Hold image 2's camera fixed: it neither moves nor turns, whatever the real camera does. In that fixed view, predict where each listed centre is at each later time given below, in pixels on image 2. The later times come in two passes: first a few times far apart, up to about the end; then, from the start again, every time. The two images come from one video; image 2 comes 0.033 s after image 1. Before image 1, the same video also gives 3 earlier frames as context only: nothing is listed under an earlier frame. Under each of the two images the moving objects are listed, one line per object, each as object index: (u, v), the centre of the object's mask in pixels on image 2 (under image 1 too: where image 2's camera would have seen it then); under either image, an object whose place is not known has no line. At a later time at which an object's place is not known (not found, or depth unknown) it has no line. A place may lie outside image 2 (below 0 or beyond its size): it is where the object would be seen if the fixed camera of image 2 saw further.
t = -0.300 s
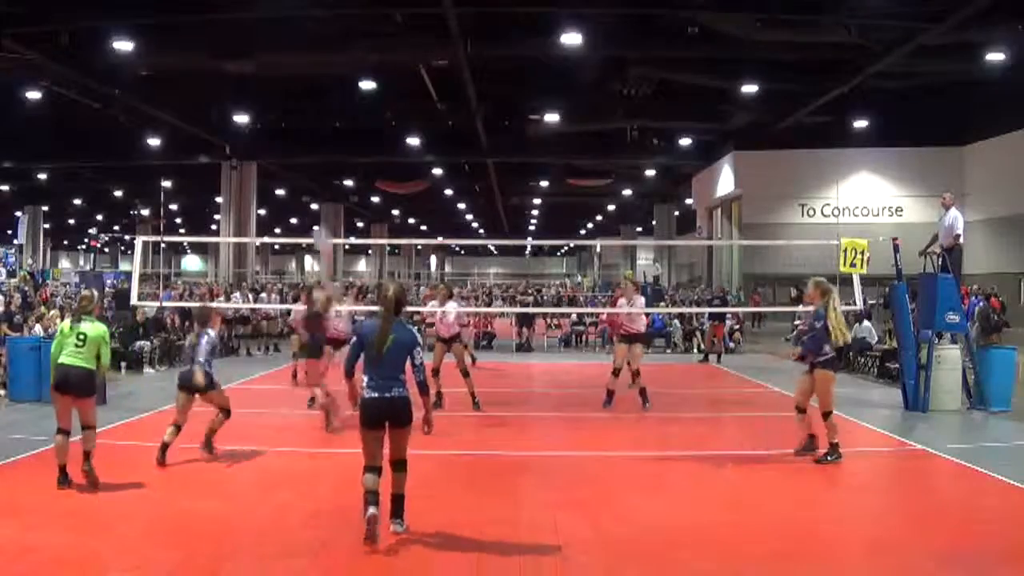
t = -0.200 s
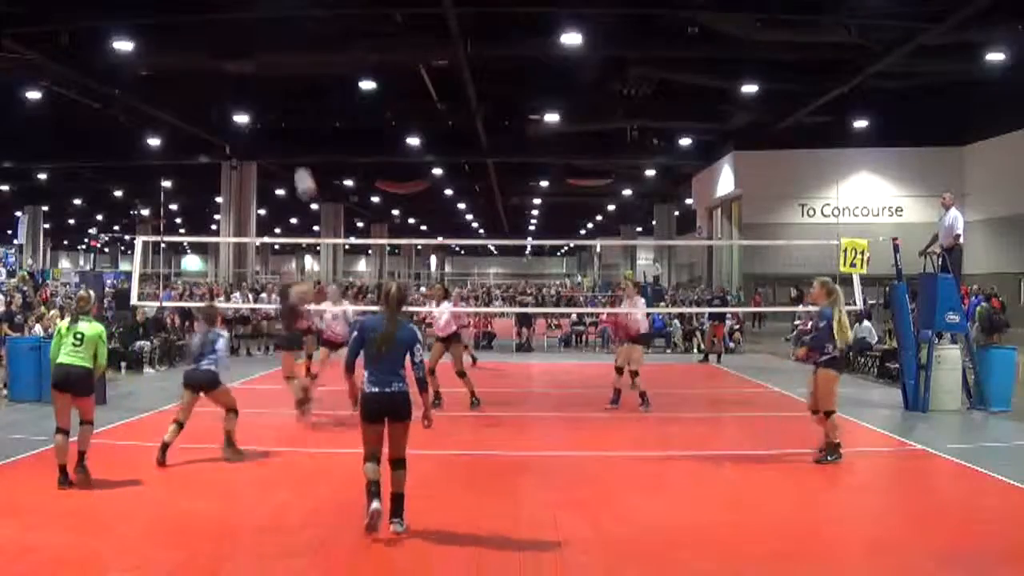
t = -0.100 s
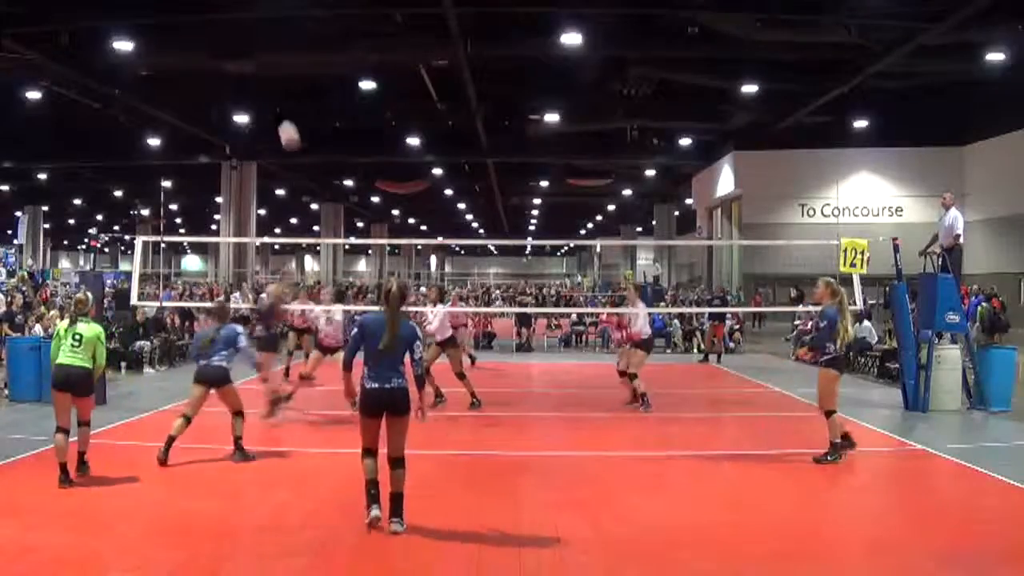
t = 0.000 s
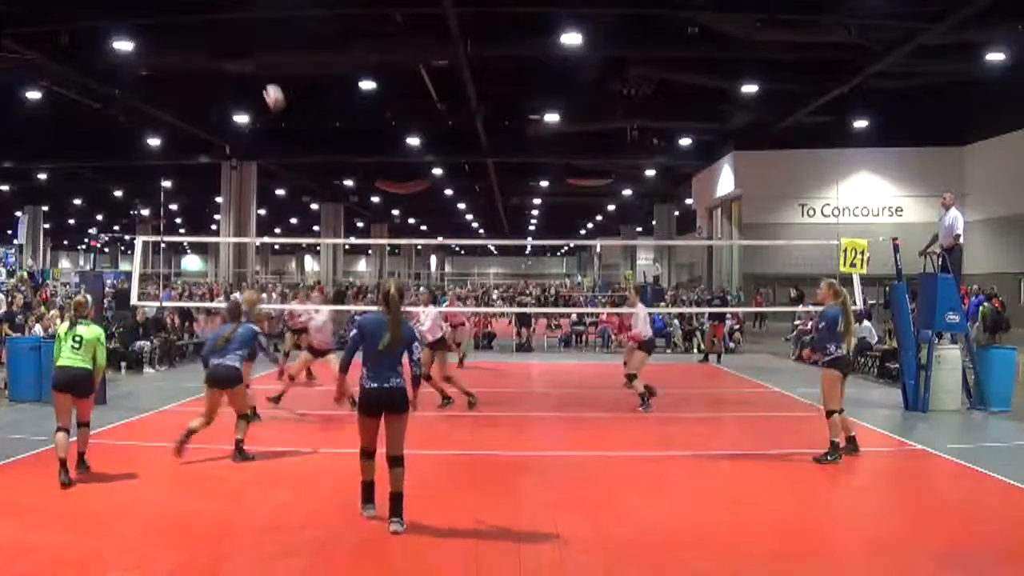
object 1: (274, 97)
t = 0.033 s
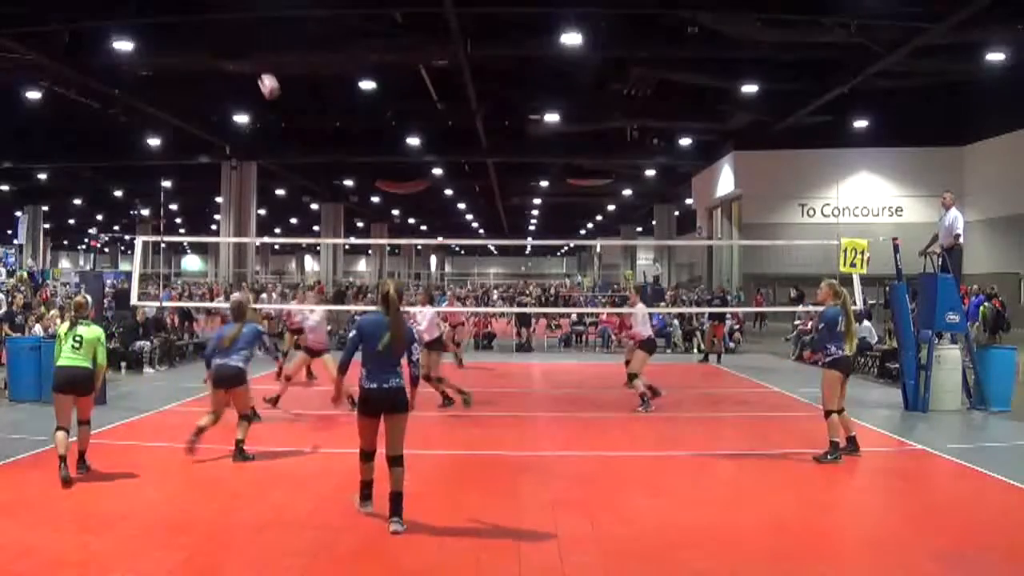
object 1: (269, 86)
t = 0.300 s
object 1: (229, 36)
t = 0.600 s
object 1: (184, 51)
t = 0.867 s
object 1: (143, 126)
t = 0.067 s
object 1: (264, 76)
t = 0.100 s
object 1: (259, 67)
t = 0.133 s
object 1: (254, 60)
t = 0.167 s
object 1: (249, 52)
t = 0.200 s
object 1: (245, 47)
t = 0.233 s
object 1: (239, 42)
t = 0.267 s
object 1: (234, 38)
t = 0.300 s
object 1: (229, 36)
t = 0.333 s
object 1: (224, 34)
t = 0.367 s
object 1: (220, 33)
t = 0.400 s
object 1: (215, 33)
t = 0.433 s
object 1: (209, 33)
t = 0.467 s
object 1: (205, 35)
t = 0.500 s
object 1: (199, 37)
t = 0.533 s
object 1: (194, 41)
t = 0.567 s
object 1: (189, 46)
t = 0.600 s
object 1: (184, 51)
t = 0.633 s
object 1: (179, 57)
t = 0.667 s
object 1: (174, 64)
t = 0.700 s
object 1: (168, 73)
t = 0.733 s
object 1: (164, 82)
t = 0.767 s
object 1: (159, 91)
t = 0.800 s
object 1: (153, 102)
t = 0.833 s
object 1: (148, 114)
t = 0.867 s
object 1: (143, 126)
